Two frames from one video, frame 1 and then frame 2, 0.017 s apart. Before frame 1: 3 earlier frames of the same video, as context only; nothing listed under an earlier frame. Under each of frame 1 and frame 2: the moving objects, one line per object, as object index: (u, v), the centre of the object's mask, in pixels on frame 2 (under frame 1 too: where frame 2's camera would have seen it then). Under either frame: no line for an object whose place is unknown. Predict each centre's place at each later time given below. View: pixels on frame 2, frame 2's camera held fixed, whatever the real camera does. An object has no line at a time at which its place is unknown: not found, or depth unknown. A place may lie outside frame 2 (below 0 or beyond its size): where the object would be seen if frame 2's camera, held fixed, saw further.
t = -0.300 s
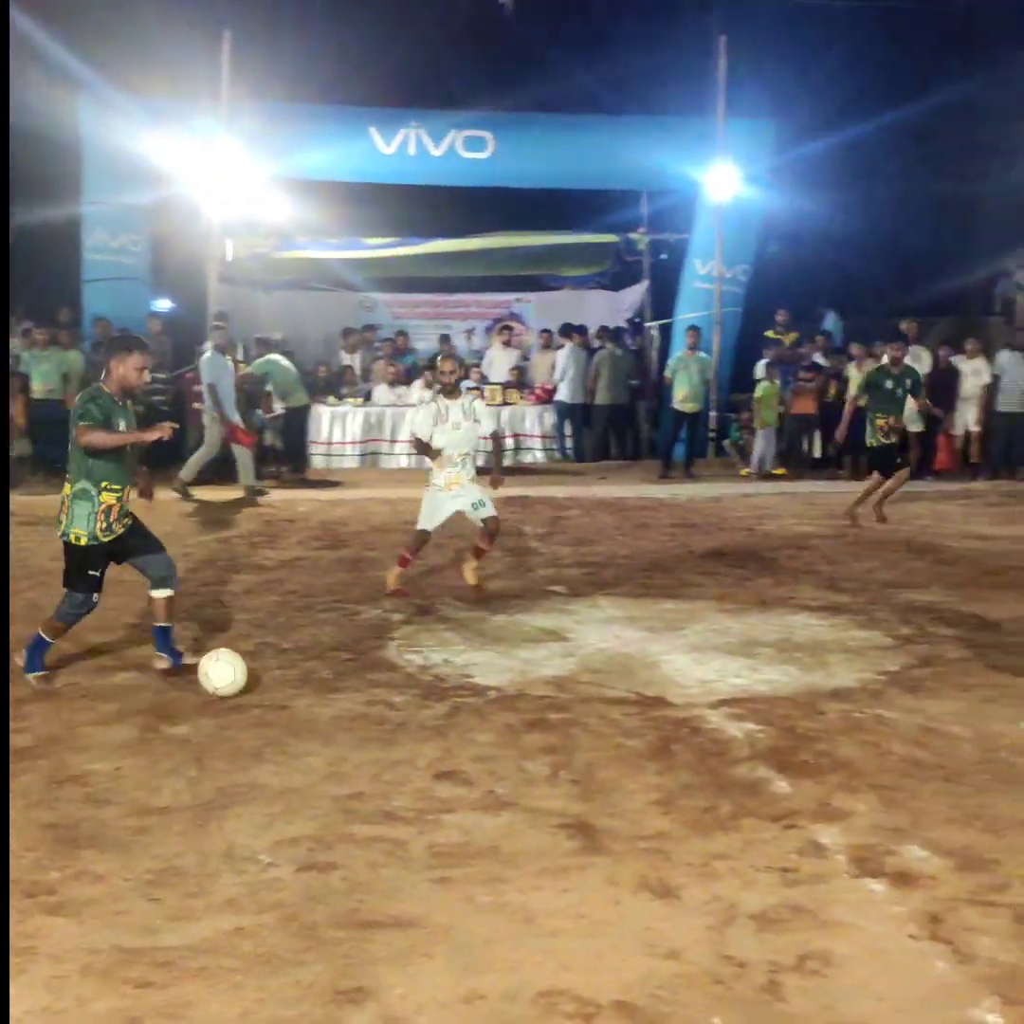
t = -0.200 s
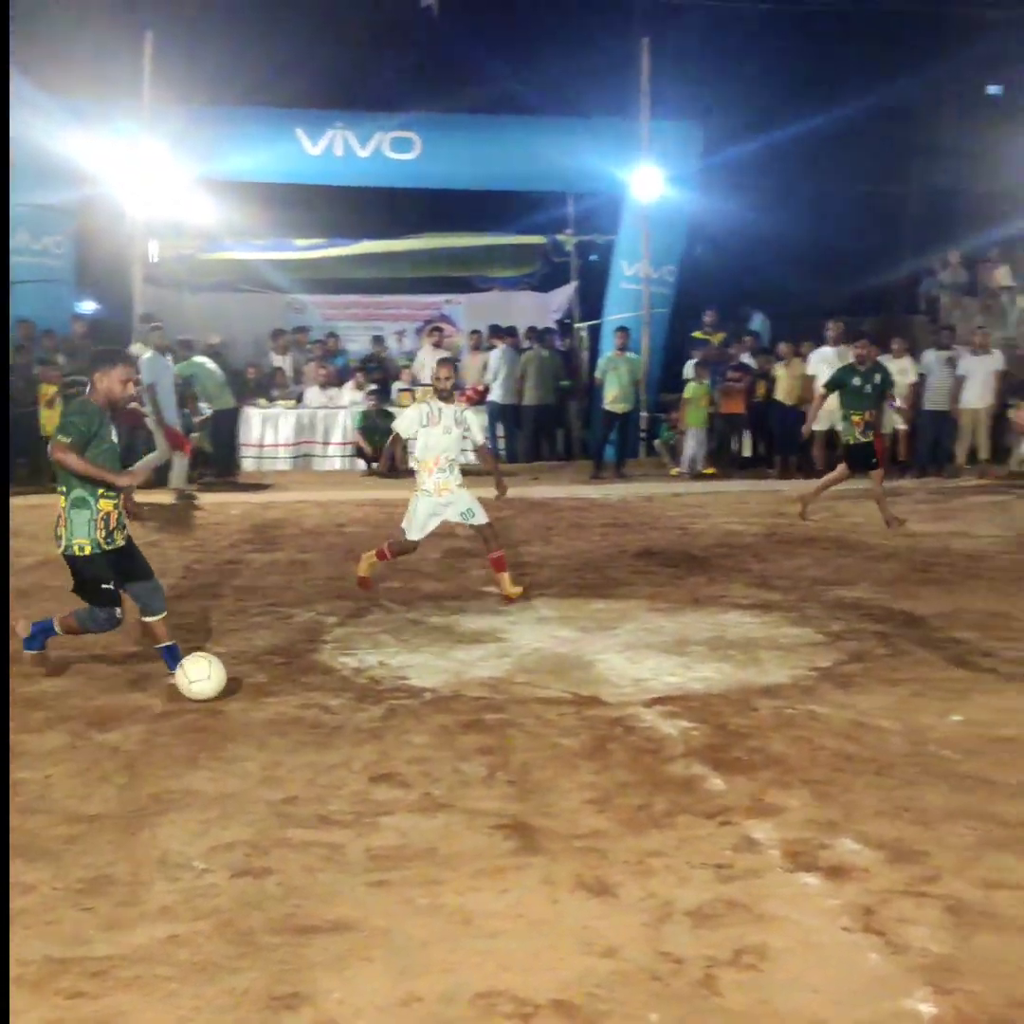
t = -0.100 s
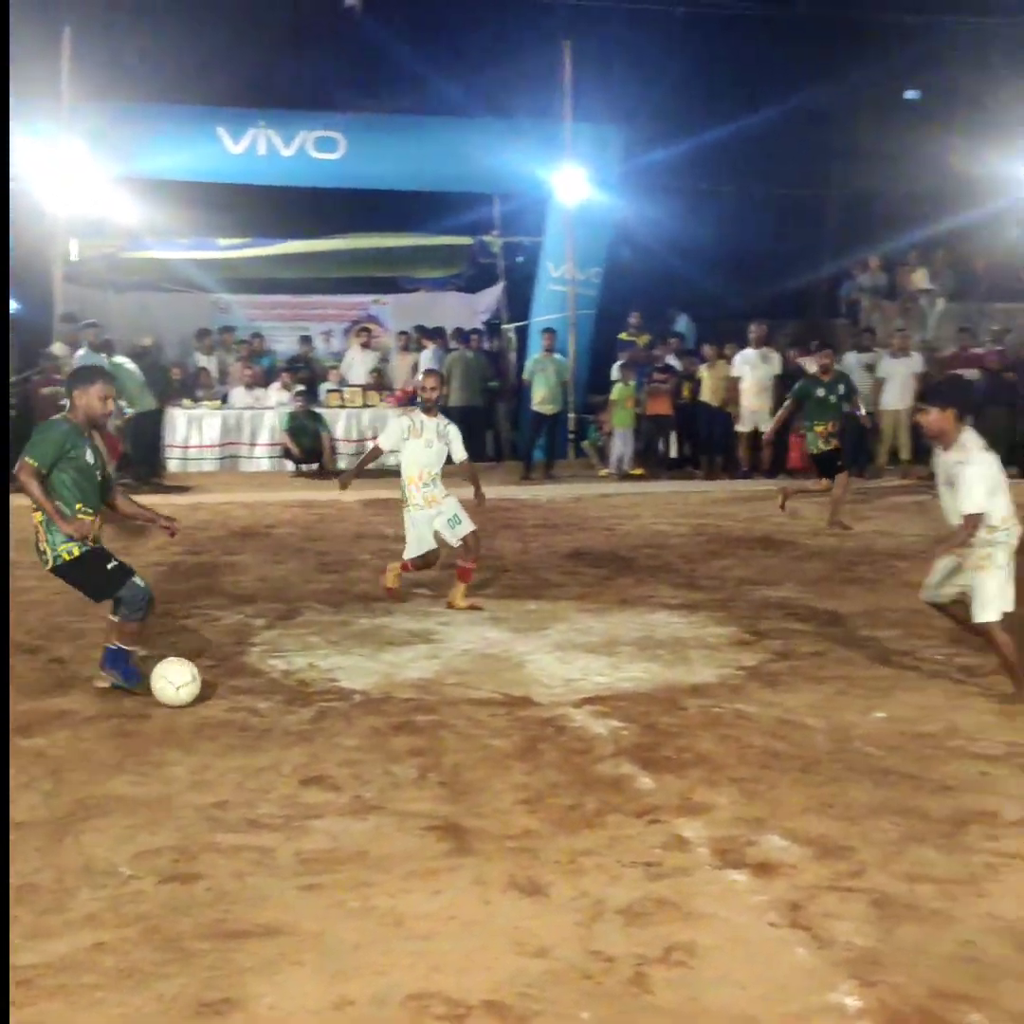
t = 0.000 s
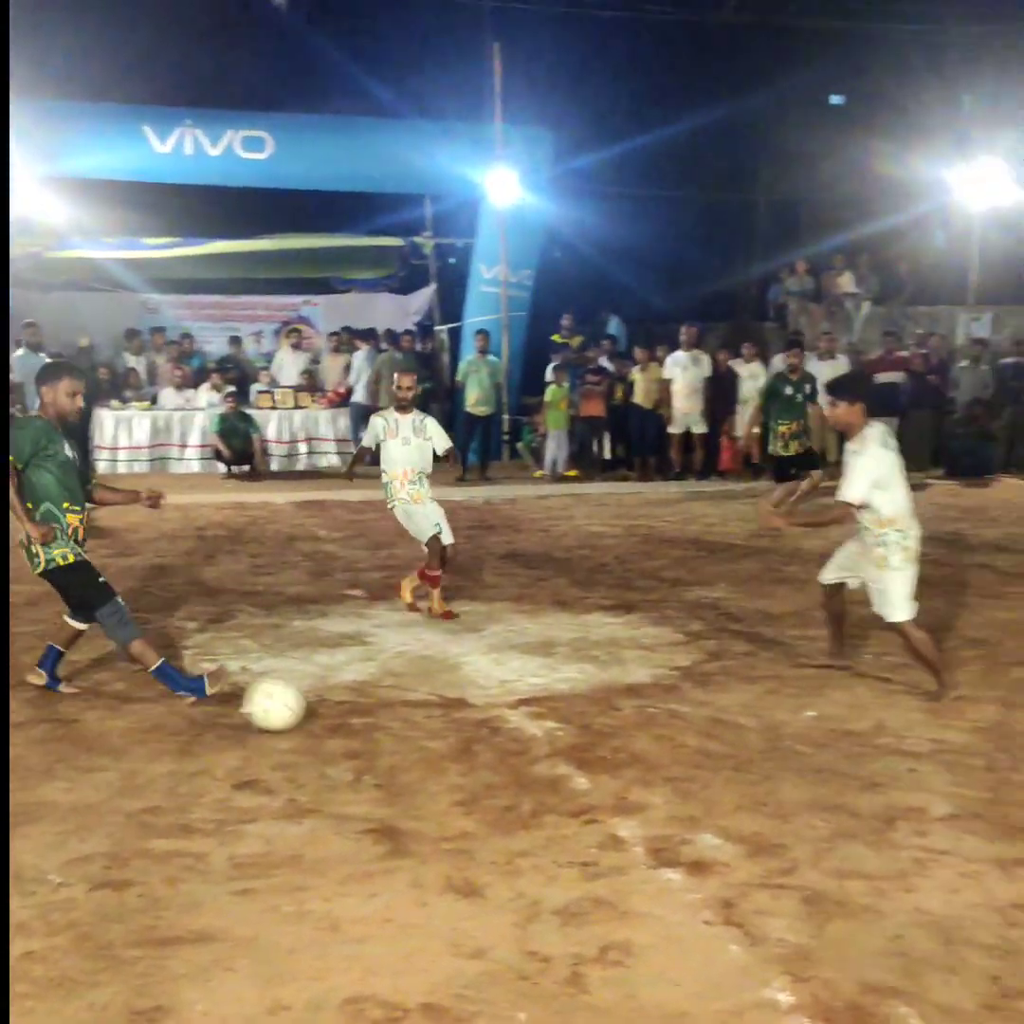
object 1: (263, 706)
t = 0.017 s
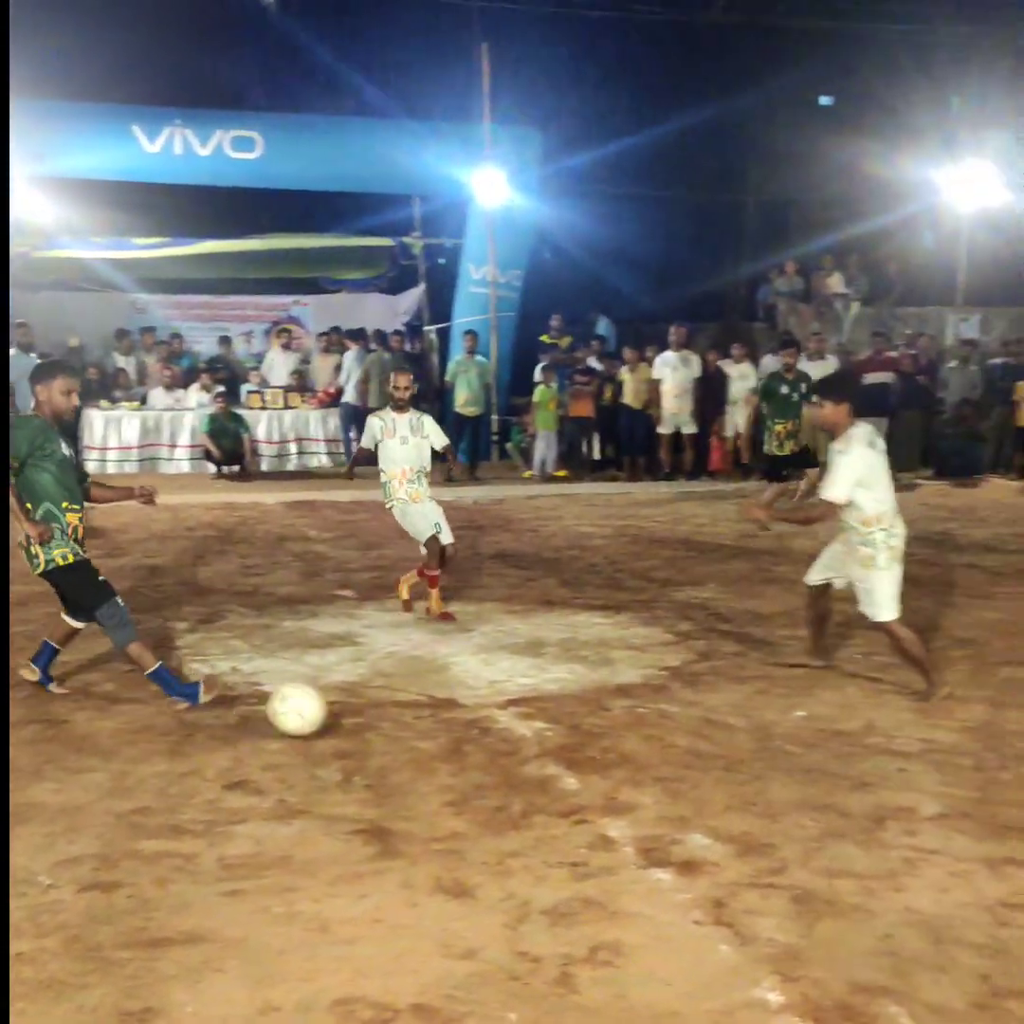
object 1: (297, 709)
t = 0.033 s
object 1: (335, 714)
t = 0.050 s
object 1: (371, 719)
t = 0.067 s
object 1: (406, 725)
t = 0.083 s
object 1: (446, 733)
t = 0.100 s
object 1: (484, 740)
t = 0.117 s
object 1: (523, 748)
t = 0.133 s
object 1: (564, 758)
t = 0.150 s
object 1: (604, 766)
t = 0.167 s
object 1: (642, 773)
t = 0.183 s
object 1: (685, 779)
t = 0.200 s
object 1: (726, 787)
